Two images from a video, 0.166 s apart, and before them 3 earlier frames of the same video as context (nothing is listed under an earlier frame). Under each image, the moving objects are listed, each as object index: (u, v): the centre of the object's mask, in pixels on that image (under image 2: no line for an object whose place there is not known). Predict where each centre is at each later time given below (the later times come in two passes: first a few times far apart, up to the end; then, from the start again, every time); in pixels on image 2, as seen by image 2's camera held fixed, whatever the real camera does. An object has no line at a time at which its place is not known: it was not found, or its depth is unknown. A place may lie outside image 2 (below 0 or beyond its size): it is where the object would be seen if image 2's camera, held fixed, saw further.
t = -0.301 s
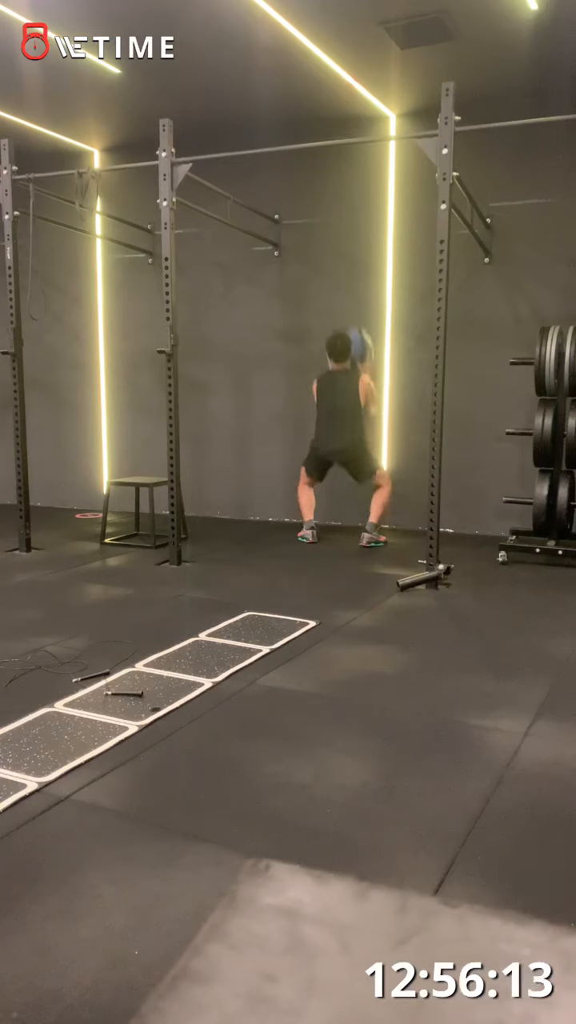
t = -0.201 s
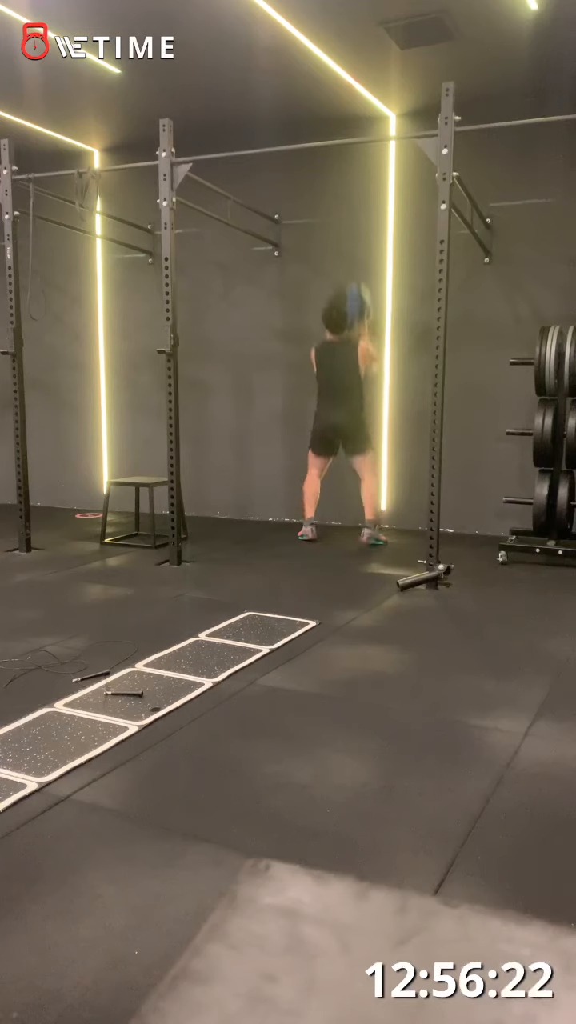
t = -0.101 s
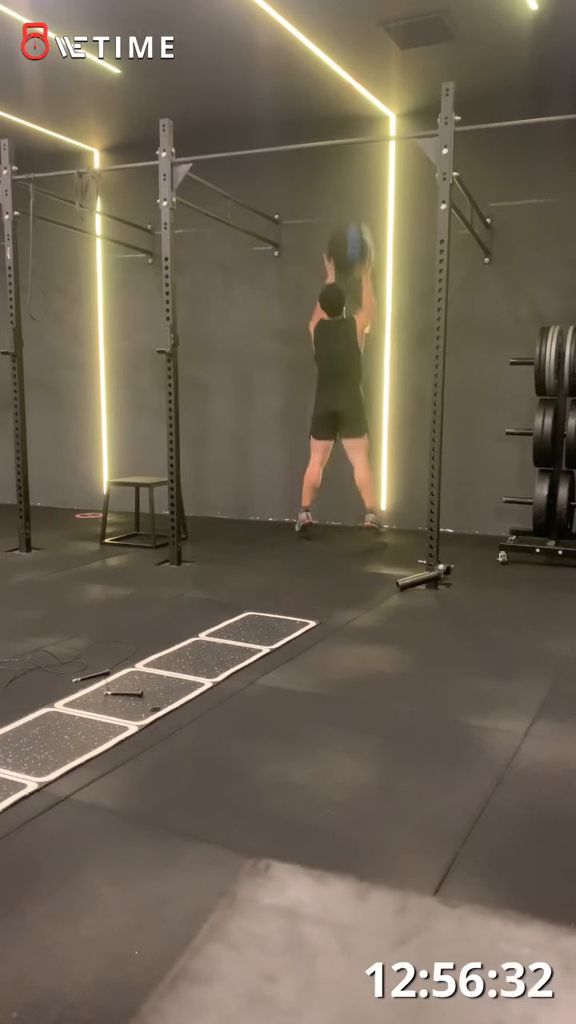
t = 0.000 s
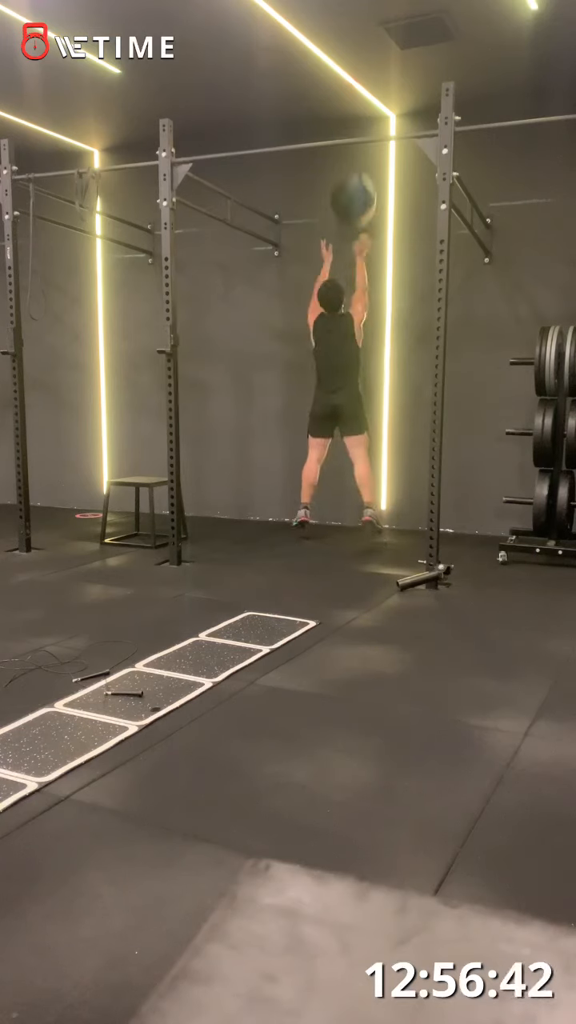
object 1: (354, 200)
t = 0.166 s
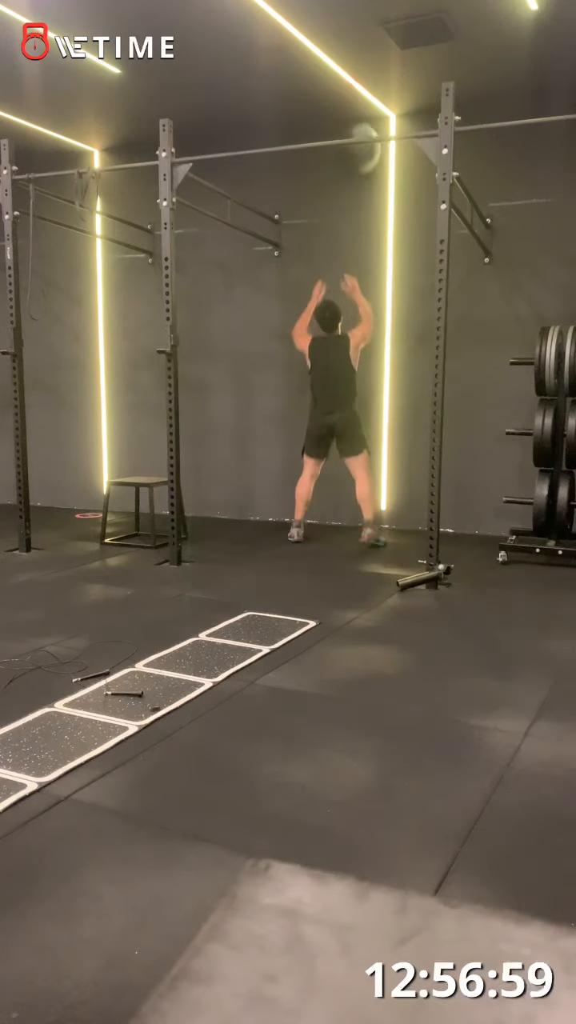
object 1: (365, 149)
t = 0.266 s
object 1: (365, 136)
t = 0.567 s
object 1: (352, 187)
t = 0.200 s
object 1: (366, 143)
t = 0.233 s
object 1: (366, 138)
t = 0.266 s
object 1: (365, 136)
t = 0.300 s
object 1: (365, 135)
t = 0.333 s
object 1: (364, 135)
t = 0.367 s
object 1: (364, 137)
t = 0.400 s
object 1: (363, 144)
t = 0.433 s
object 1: (363, 149)
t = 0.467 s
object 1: (355, 161)
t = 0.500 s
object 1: (355, 167)
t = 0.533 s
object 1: (353, 175)
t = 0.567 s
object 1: (352, 187)
